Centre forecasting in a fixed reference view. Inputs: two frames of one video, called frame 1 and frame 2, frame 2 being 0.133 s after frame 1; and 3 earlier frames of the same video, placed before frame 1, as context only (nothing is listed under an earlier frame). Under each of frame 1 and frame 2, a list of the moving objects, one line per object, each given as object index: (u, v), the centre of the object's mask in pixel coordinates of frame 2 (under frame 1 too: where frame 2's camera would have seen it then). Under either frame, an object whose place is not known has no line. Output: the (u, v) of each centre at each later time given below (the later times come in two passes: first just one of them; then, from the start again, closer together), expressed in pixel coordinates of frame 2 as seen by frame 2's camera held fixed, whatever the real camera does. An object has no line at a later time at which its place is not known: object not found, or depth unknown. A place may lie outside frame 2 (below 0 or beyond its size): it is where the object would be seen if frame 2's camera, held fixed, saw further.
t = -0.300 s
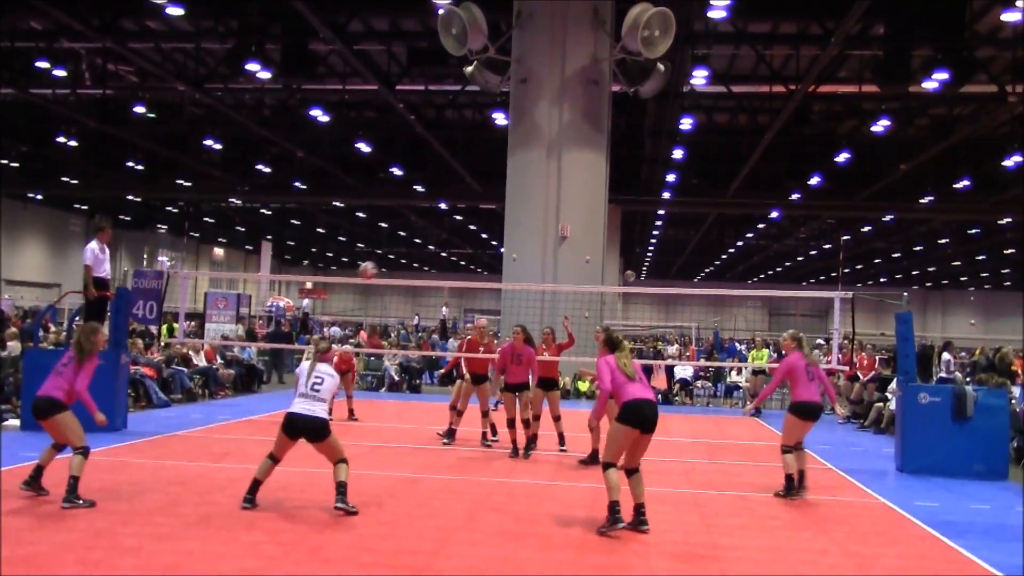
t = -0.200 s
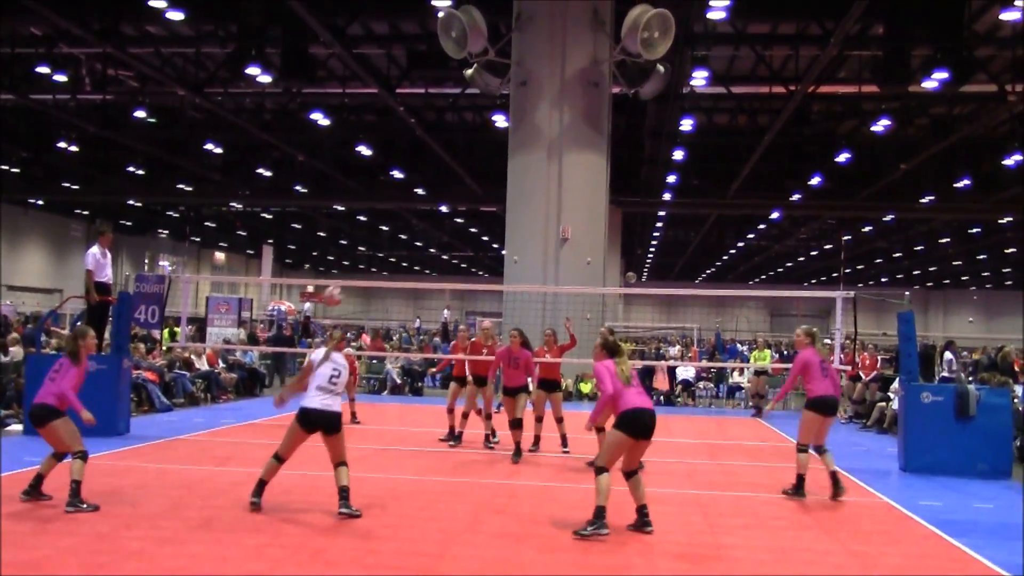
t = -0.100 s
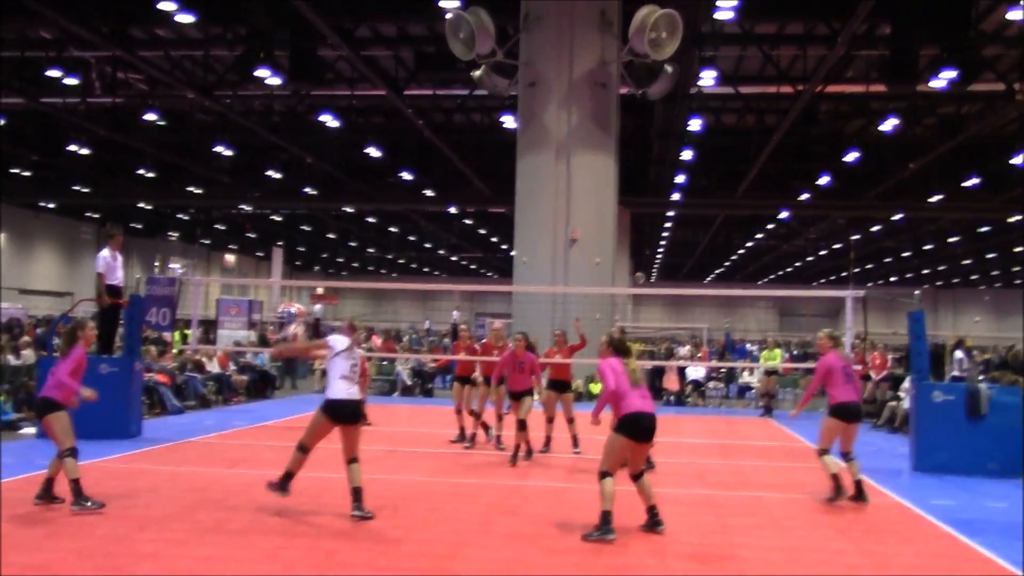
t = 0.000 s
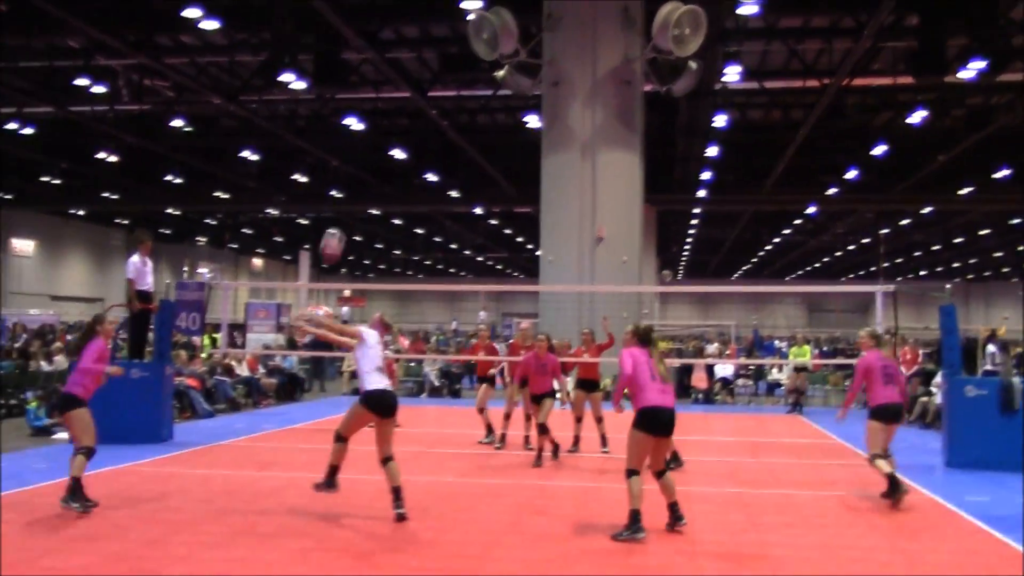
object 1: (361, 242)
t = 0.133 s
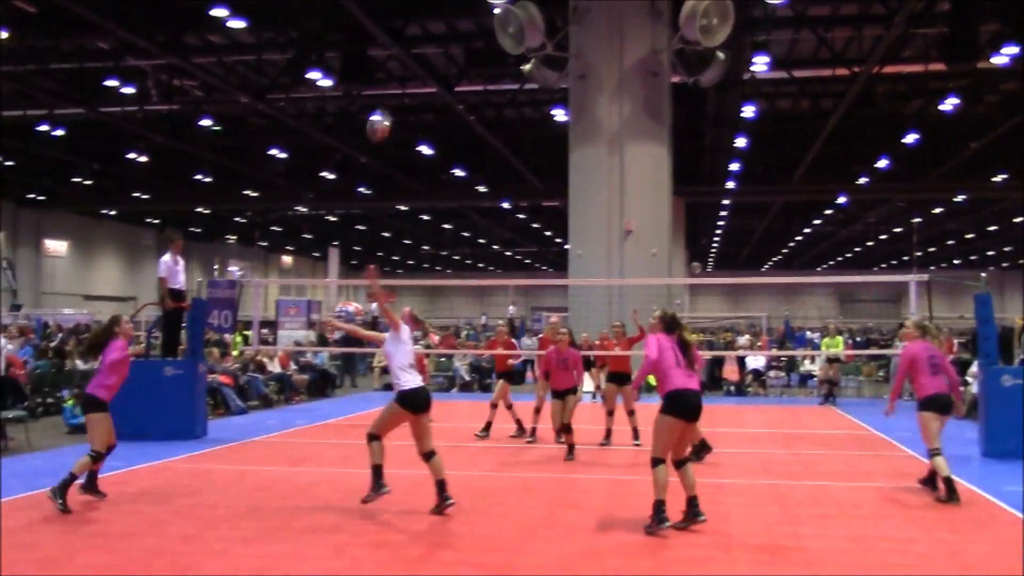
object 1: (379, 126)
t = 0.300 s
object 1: (401, 14)
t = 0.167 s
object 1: (383, 99)
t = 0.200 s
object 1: (389, 75)
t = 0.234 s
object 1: (394, 53)
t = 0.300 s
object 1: (401, 14)
